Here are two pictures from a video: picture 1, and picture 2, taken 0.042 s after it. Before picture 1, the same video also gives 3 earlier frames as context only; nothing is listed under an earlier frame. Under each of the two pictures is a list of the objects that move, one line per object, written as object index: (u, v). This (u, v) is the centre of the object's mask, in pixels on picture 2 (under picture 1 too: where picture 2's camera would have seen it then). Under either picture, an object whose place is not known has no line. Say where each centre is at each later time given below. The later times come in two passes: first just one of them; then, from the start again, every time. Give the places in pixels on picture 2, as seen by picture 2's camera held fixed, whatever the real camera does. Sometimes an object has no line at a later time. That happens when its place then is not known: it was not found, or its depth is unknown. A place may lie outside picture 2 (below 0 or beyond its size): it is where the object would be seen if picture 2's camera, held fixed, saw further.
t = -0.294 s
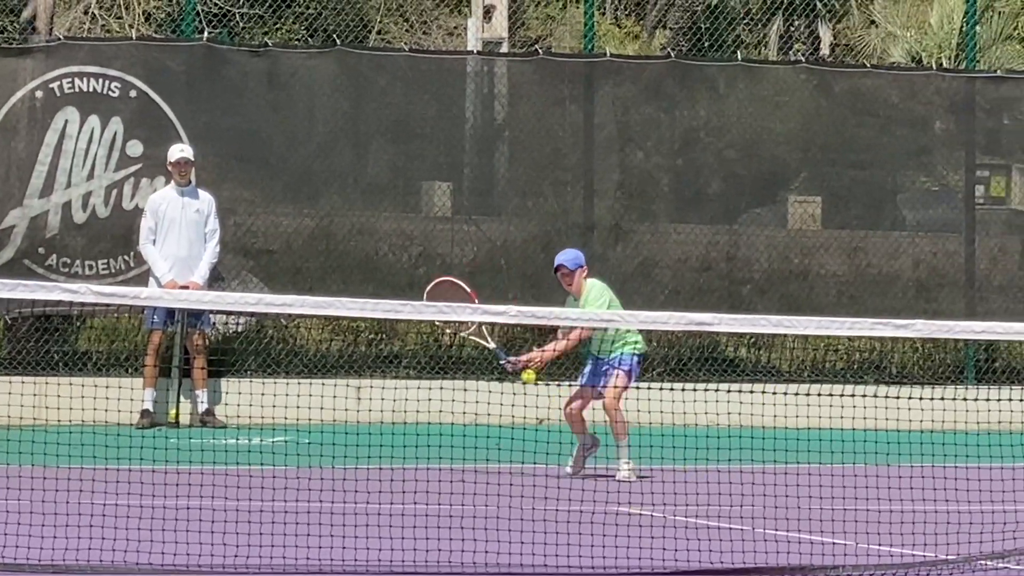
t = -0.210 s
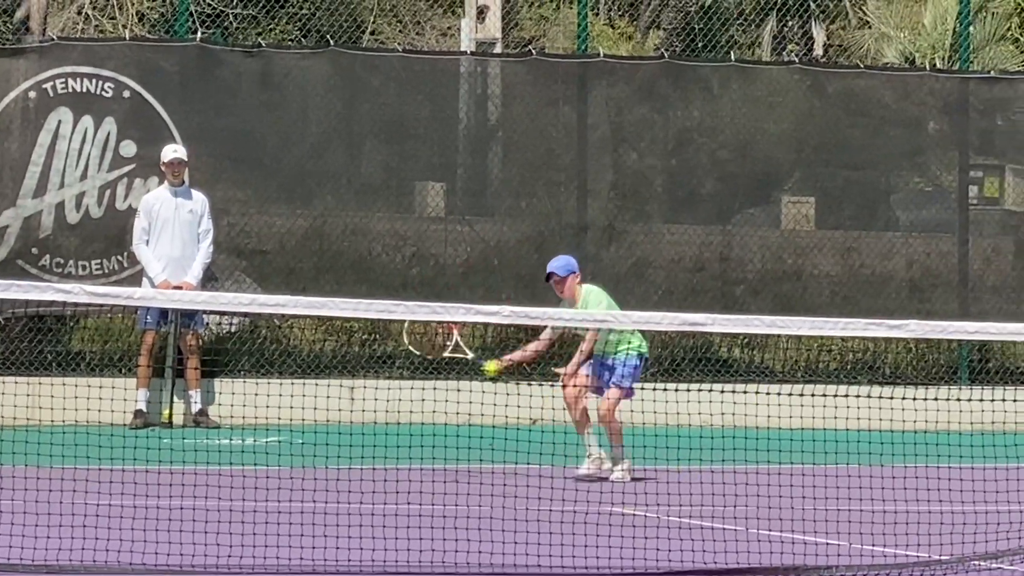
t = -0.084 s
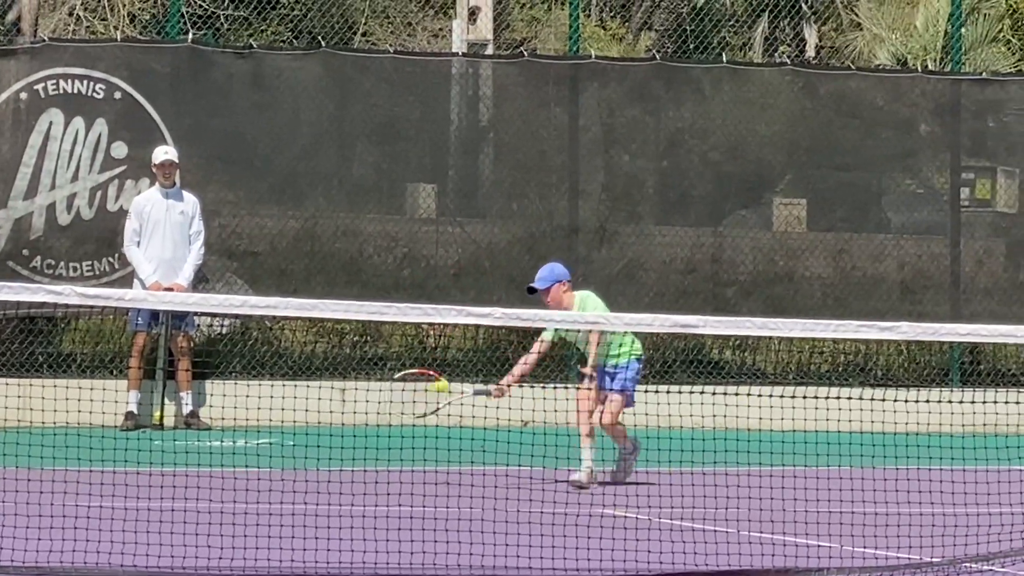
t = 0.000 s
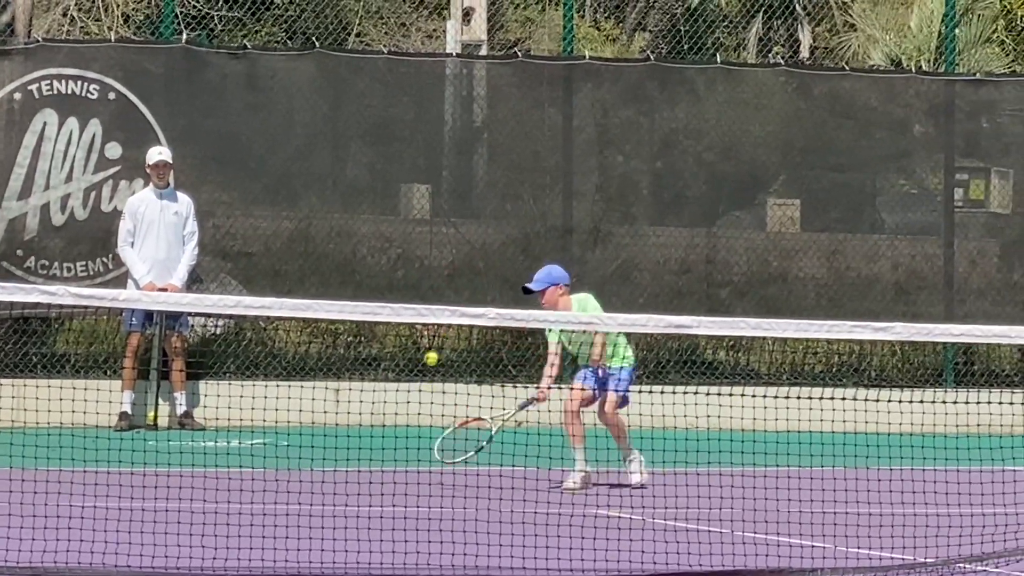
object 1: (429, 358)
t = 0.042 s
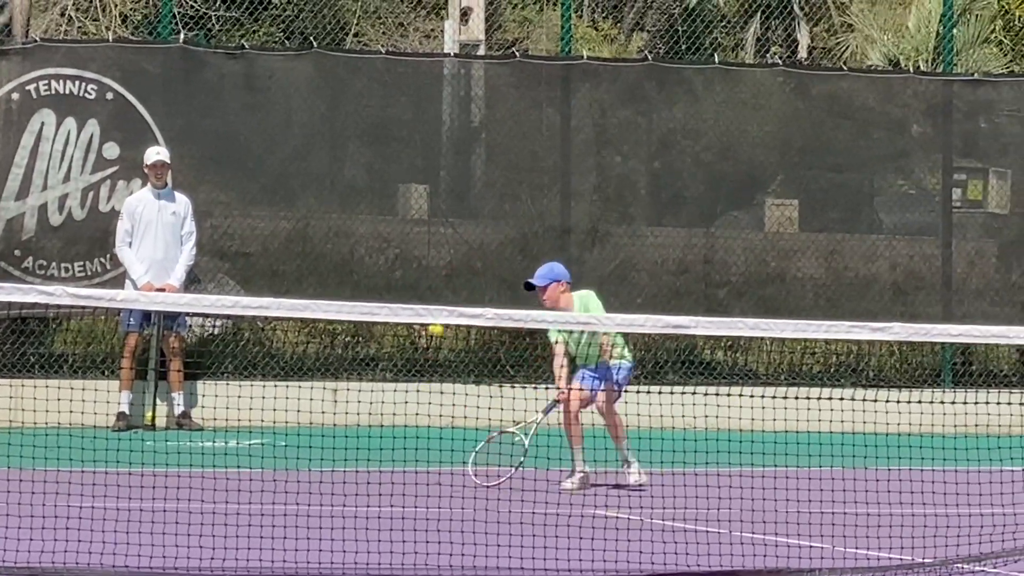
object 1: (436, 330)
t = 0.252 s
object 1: (471, 217)
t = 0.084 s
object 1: (442, 300)
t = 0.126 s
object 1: (449, 277)
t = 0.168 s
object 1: (456, 254)
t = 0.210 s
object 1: (463, 234)
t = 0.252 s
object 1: (471, 217)
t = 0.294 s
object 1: (477, 203)
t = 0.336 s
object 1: (484, 192)
